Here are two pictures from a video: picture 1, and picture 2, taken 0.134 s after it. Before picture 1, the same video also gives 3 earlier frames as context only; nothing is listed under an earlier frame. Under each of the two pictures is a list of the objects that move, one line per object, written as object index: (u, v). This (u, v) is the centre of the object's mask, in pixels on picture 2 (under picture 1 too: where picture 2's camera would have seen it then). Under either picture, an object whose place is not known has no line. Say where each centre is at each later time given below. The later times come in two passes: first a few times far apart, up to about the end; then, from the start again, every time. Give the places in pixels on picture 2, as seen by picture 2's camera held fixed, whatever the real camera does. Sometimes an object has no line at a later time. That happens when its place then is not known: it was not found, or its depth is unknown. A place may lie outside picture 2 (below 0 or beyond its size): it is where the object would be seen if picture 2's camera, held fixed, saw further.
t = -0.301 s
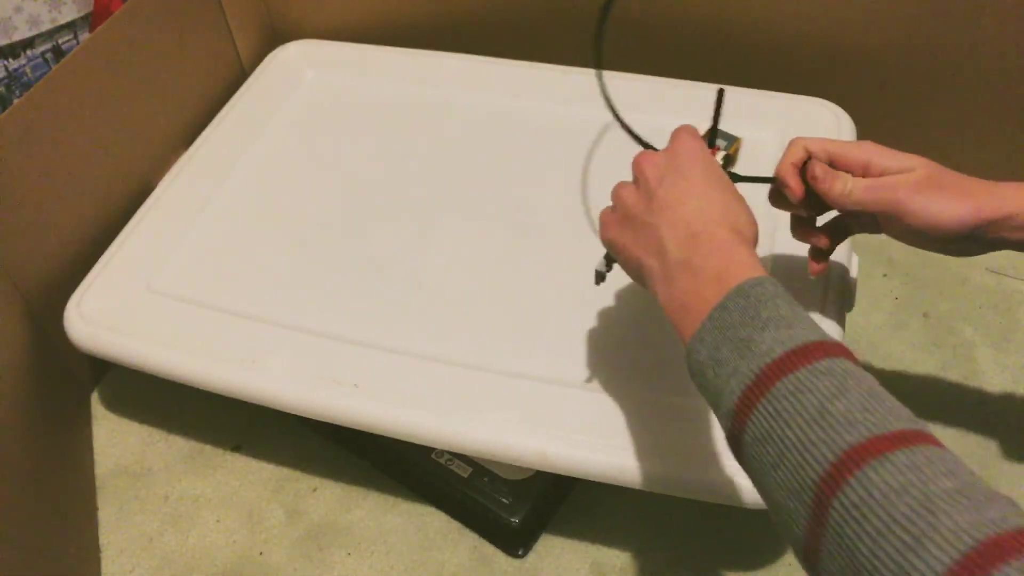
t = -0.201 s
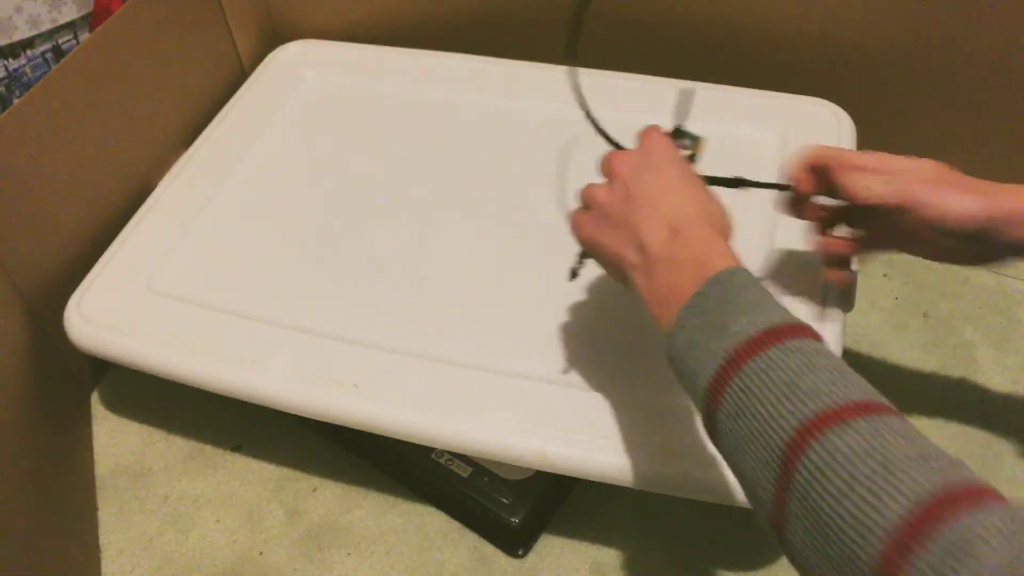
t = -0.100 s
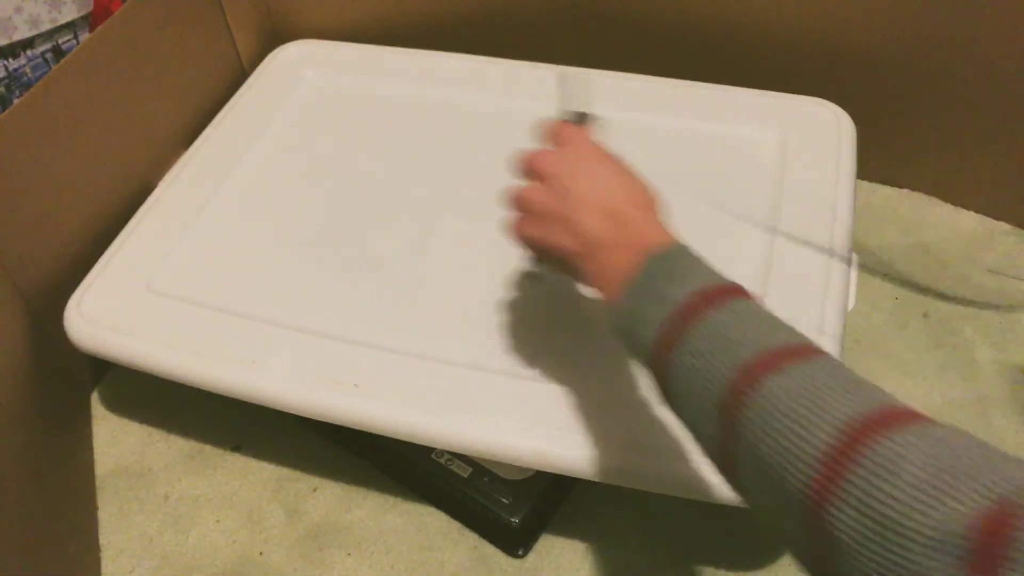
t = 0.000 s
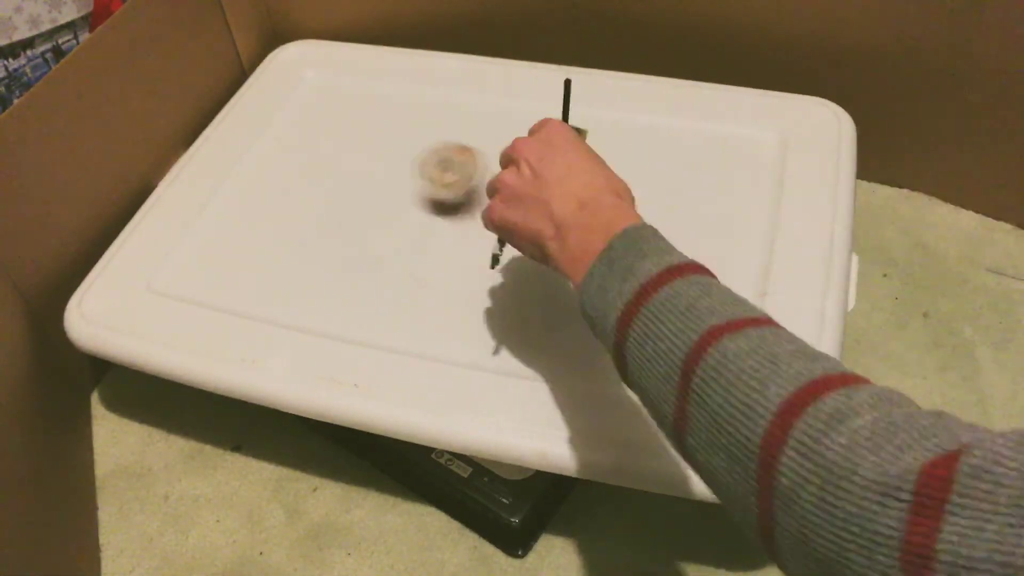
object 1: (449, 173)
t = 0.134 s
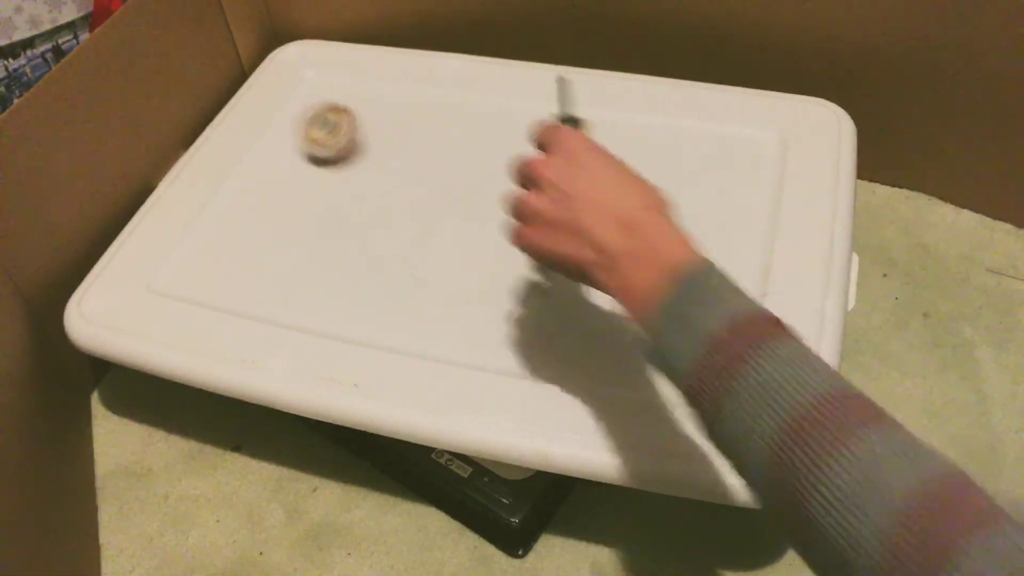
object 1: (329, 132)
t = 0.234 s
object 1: (265, 100)
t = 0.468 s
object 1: (267, 59)
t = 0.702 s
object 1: (277, 29)
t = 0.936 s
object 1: (309, 23)
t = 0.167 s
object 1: (305, 121)
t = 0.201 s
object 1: (282, 112)
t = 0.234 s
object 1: (265, 100)
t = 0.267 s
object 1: (252, 89)
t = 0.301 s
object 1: (243, 86)
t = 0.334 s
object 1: (233, 80)
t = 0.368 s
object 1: (242, 74)
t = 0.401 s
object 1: (253, 69)
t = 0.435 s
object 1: (261, 63)
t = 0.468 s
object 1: (267, 59)
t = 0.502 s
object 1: (269, 54)
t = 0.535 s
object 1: (269, 49)
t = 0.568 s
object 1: (268, 44)
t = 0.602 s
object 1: (268, 40)
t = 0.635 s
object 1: (272, 35)
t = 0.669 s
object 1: (275, 31)
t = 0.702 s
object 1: (277, 29)
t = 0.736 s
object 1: (279, 26)
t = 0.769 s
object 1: (279, 25)
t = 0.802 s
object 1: (280, 25)
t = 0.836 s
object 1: (283, 25)
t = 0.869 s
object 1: (289, 25)
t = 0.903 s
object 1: (298, 24)
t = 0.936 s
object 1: (309, 23)
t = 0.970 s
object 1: (321, 23)
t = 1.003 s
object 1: (331, 24)
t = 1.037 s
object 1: (340, 25)
